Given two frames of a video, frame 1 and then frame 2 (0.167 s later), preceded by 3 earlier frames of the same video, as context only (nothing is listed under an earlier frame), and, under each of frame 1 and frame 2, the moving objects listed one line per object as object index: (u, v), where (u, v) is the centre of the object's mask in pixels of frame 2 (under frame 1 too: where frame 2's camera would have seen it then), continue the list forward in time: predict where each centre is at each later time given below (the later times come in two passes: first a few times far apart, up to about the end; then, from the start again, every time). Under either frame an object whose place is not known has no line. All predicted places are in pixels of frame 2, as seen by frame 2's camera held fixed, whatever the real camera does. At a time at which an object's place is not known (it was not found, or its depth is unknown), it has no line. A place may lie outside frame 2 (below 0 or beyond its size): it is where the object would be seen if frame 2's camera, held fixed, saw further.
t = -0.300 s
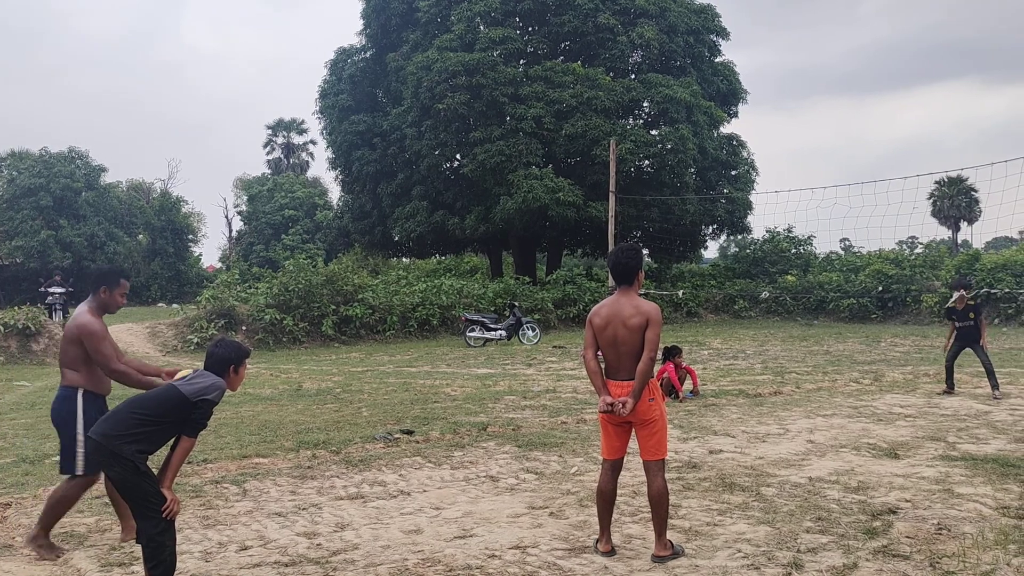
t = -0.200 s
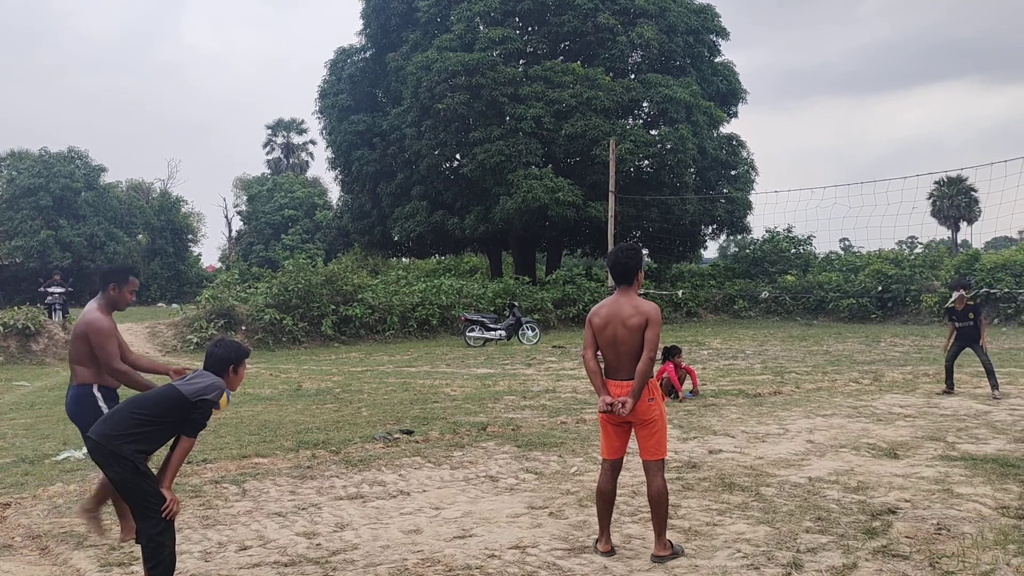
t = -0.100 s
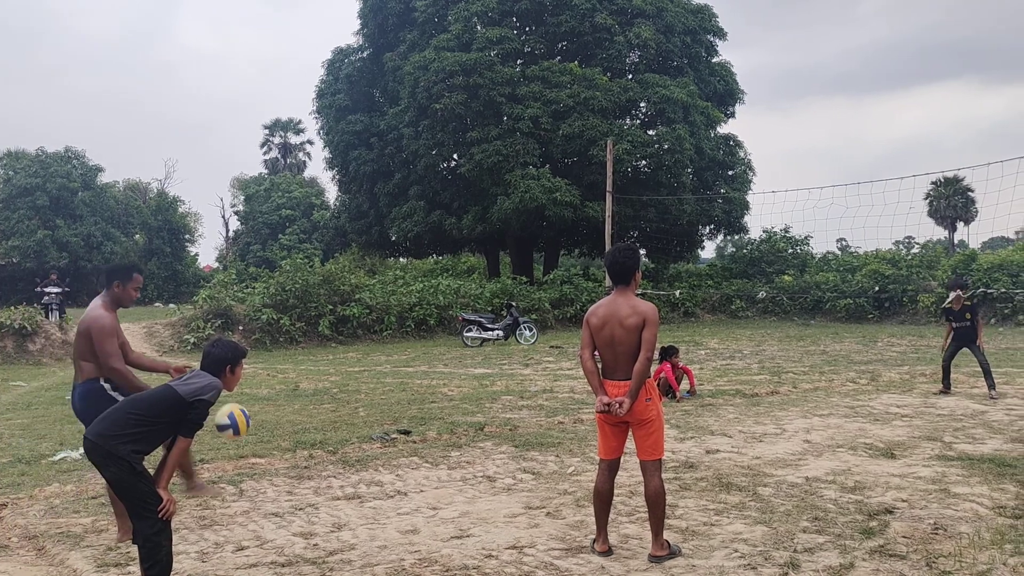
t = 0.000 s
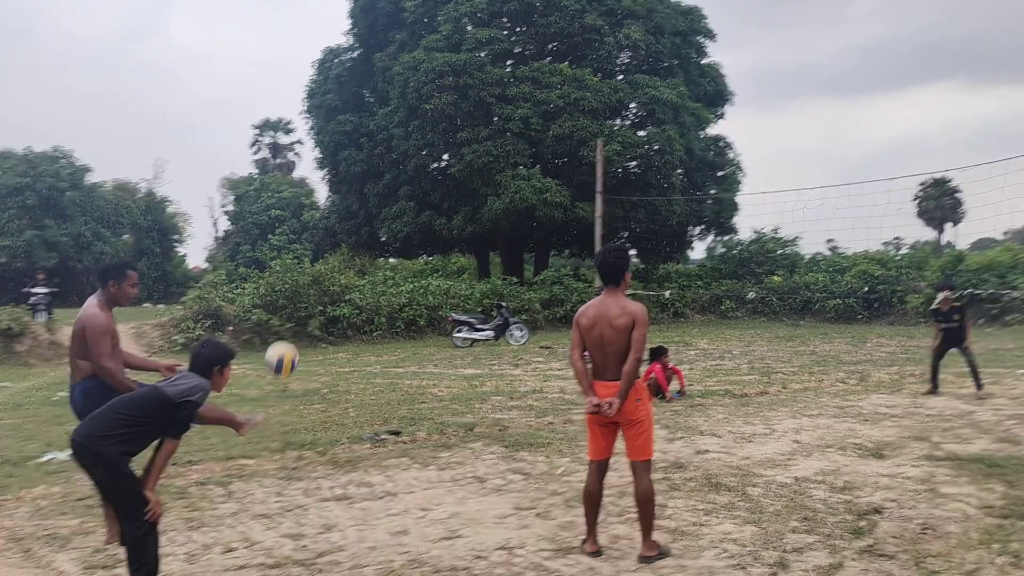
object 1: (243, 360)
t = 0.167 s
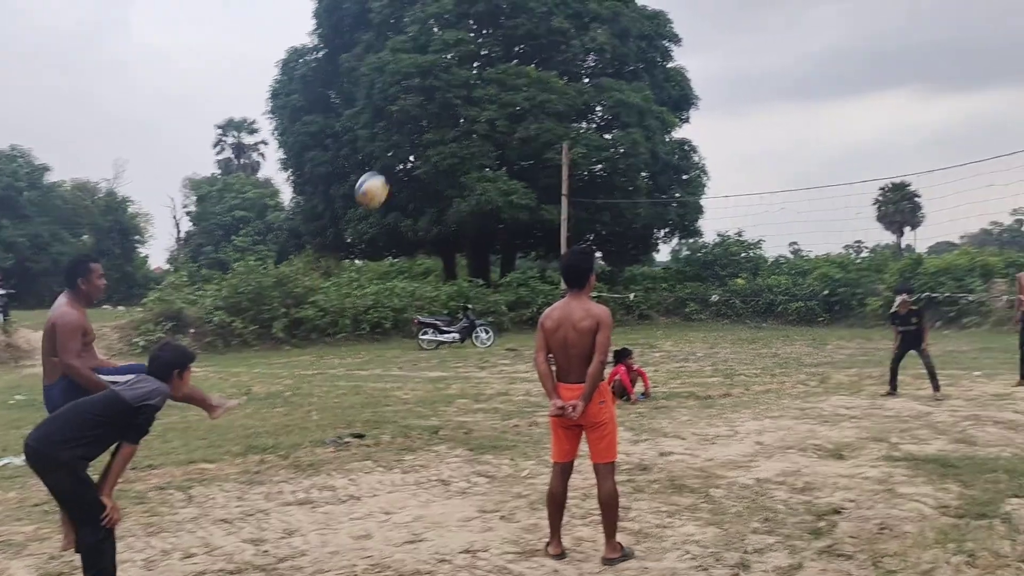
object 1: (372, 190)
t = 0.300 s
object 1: (459, 92)
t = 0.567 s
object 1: (609, -12)
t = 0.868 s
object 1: (750, -14)
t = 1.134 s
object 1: (859, 69)
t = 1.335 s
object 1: (930, 172)
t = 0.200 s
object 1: (394, 162)
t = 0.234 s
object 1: (417, 137)
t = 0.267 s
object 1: (438, 114)
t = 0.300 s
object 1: (459, 92)
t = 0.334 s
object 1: (480, 72)
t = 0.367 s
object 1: (499, 54)
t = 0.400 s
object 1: (519, 39)
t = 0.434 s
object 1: (538, 26)
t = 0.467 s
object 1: (557, 14)
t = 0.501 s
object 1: (574, 4)
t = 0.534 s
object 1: (592, -5)
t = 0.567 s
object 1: (609, -12)
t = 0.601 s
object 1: (626, -18)
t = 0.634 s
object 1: (643, -22)
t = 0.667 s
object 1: (660, -25)
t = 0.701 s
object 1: (676, -26)
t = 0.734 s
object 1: (691, -26)
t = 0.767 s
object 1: (706, -25)
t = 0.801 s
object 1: (721, -23)
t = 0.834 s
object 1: (736, -19)
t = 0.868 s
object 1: (750, -14)
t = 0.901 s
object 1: (765, -8)
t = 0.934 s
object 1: (779, -1)
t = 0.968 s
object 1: (793, 8)
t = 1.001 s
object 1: (807, 18)
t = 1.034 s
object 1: (820, 29)
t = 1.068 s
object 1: (833, 41)
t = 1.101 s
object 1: (846, 55)
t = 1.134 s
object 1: (859, 69)
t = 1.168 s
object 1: (871, 84)
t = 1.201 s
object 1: (883, 100)
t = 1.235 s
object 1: (895, 116)
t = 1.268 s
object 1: (907, 134)
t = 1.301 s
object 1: (918, 153)
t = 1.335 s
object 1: (930, 172)
